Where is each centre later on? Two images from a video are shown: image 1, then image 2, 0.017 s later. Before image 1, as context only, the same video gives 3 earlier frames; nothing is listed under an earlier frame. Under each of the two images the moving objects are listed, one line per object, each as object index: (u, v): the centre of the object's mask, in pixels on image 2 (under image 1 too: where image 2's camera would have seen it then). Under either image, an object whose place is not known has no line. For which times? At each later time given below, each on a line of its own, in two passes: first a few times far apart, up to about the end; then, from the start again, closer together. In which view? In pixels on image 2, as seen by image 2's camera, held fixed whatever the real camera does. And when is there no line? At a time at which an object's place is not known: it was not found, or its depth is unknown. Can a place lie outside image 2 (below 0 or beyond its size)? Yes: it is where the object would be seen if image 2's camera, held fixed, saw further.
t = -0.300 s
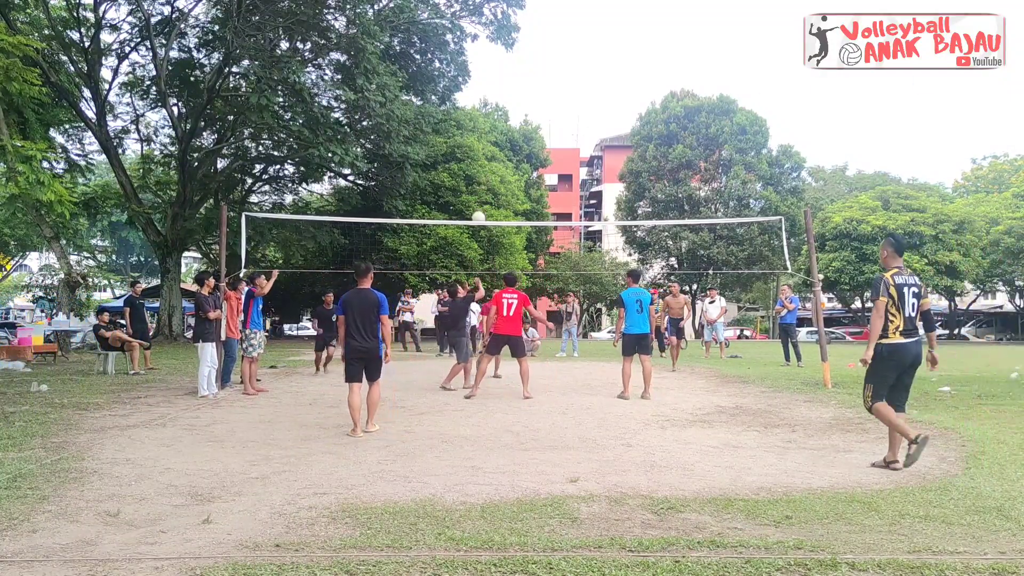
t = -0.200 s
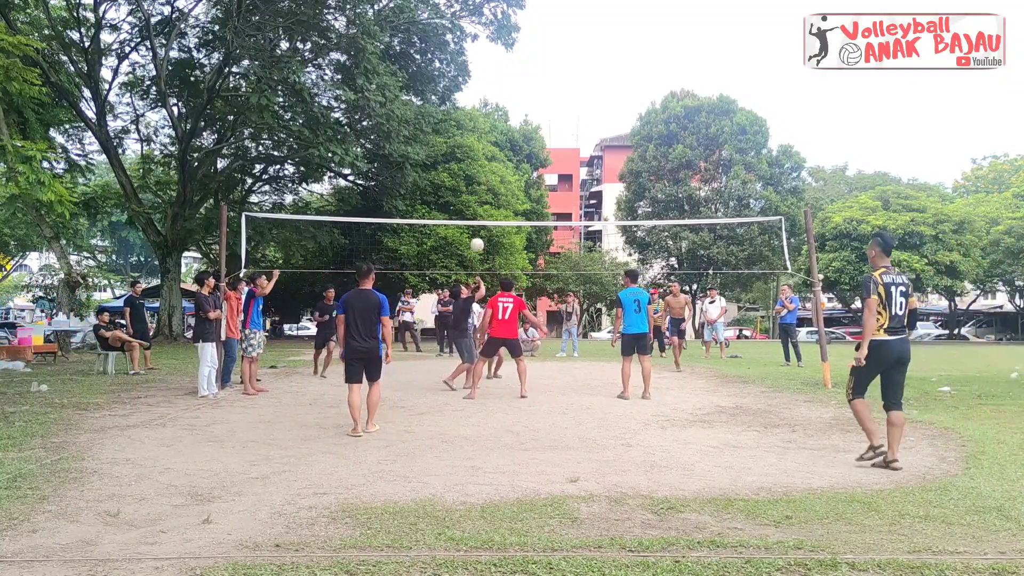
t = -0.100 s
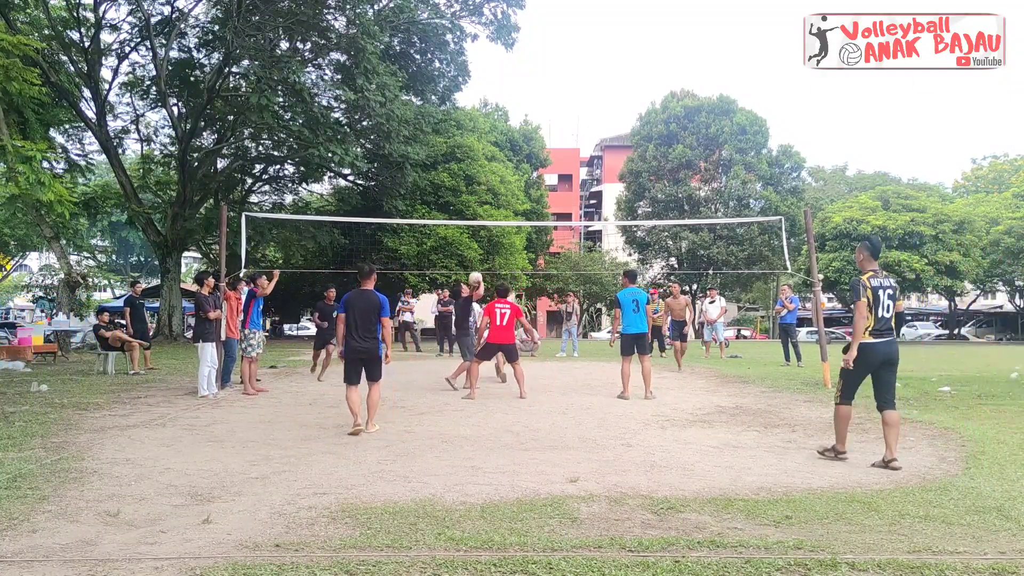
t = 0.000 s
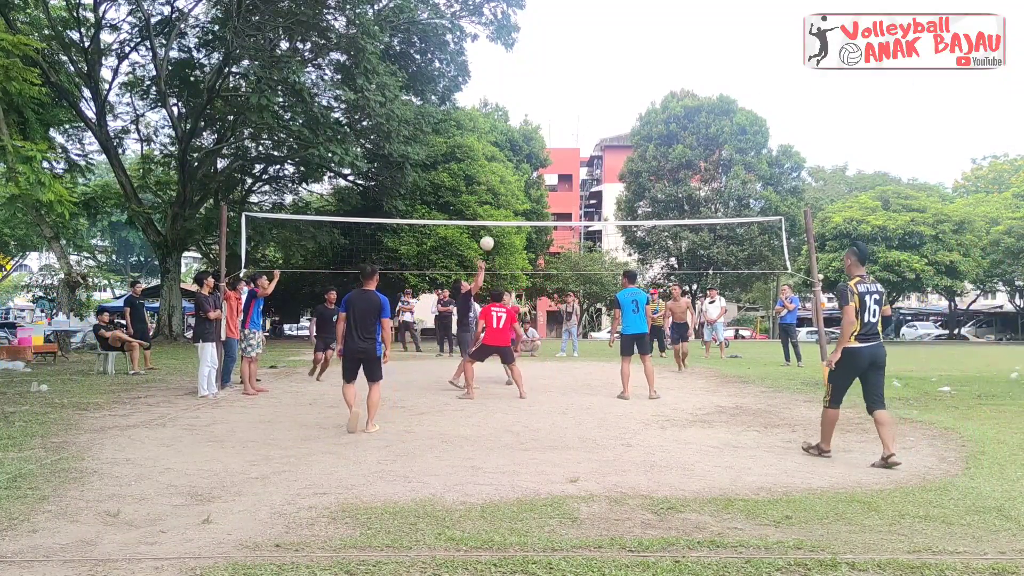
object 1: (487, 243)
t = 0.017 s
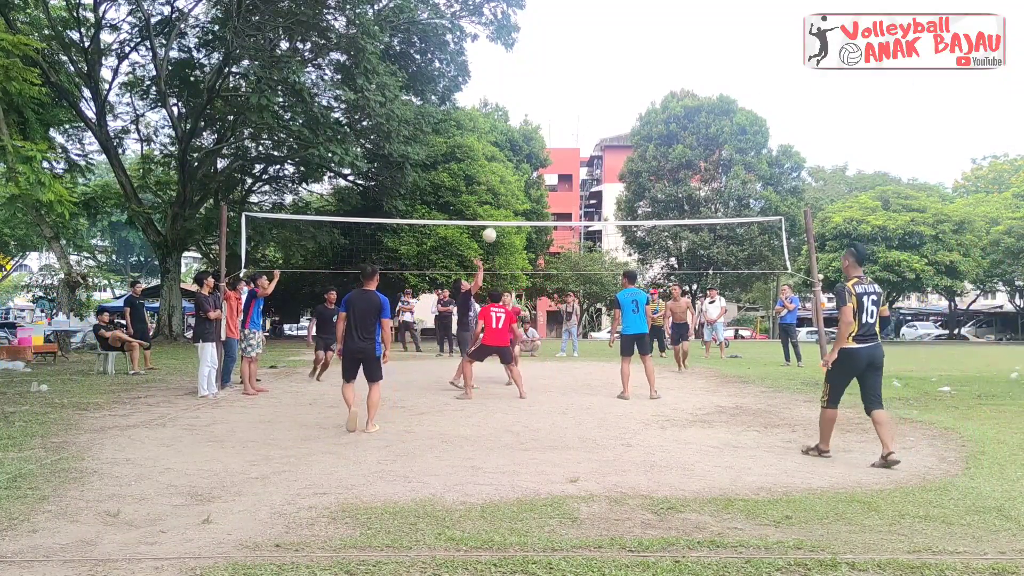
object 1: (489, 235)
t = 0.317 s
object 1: (535, 127)
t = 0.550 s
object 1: (568, 86)
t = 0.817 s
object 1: (604, 82)
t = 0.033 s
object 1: (491, 231)
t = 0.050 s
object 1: (494, 218)
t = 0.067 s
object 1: (497, 212)
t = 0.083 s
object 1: (500, 205)
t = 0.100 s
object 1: (502, 199)
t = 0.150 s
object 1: (510, 179)
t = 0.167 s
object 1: (512, 173)
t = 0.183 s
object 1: (515, 167)
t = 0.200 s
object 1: (517, 162)
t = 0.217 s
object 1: (520, 156)
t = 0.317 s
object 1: (535, 127)
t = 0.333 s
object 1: (537, 123)
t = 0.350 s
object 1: (539, 120)
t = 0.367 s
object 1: (542, 115)
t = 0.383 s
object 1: (544, 112)
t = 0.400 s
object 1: (547, 108)
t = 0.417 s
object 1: (549, 105)
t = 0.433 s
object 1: (551, 102)
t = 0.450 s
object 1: (554, 100)
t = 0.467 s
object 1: (556, 97)
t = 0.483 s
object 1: (559, 94)
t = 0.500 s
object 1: (561, 92)
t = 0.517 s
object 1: (564, 90)
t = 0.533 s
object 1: (566, 88)
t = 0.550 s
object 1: (568, 86)
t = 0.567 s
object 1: (571, 84)
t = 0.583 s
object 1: (573, 83)
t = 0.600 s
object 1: (575, 82)
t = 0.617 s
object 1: (577, 81)
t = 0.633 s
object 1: (580, 80)
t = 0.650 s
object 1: (582, 80)
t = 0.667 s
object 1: (584, 79)
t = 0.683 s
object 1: (586, 79)
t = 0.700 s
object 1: (589, 78)
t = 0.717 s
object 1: (591, 78)
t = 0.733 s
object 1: (593, 79)
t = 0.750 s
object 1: (595, 79)
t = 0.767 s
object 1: (597, 79)
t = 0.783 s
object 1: (600, 80)
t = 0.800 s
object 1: (602, 81)
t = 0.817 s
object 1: (604, 82)
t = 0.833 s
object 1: (606, 83)
